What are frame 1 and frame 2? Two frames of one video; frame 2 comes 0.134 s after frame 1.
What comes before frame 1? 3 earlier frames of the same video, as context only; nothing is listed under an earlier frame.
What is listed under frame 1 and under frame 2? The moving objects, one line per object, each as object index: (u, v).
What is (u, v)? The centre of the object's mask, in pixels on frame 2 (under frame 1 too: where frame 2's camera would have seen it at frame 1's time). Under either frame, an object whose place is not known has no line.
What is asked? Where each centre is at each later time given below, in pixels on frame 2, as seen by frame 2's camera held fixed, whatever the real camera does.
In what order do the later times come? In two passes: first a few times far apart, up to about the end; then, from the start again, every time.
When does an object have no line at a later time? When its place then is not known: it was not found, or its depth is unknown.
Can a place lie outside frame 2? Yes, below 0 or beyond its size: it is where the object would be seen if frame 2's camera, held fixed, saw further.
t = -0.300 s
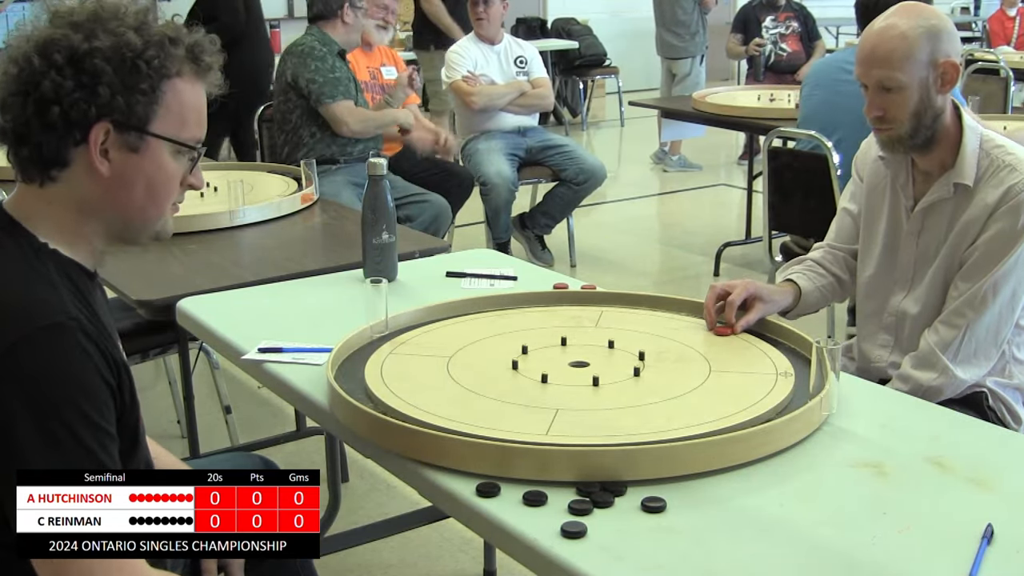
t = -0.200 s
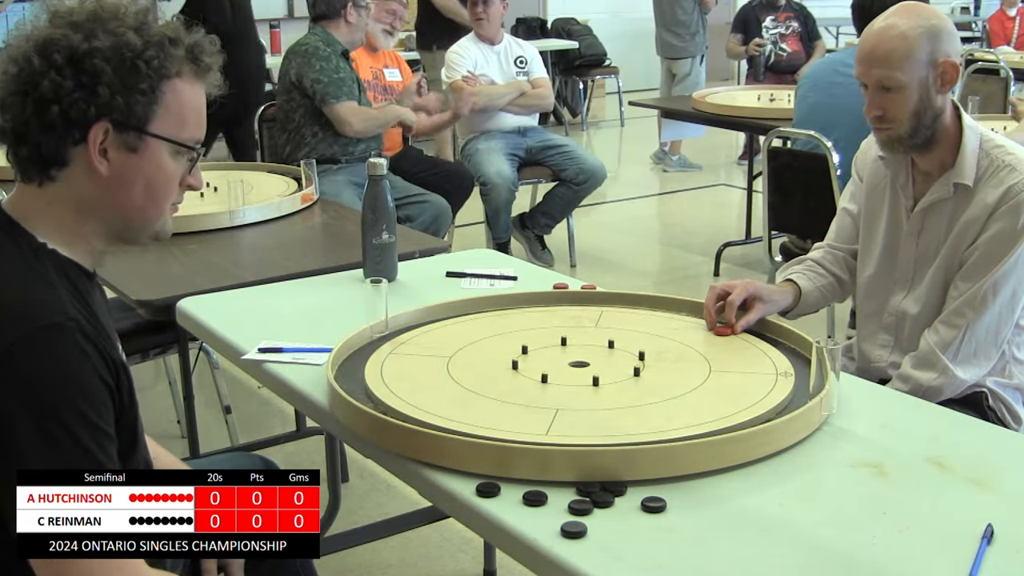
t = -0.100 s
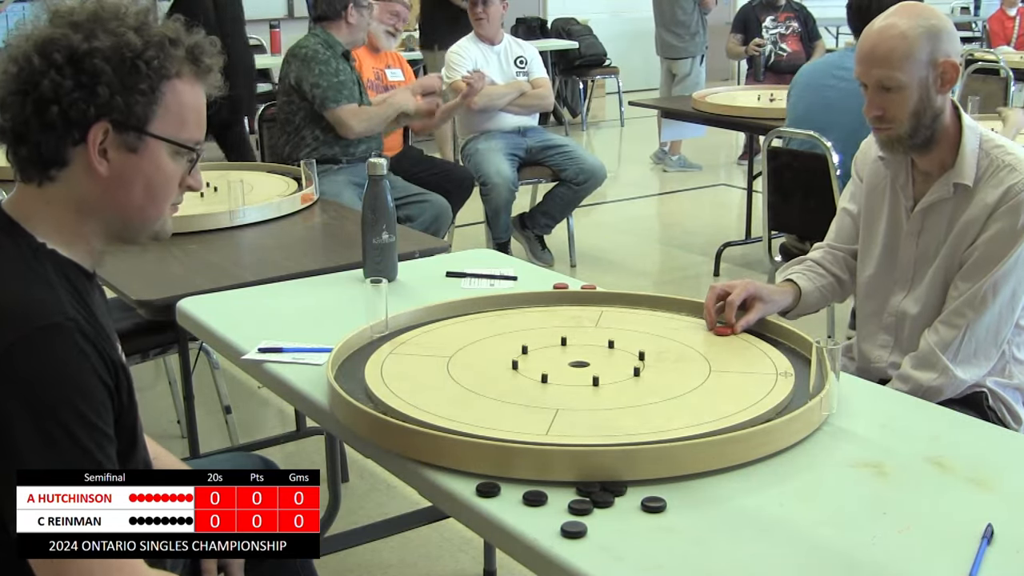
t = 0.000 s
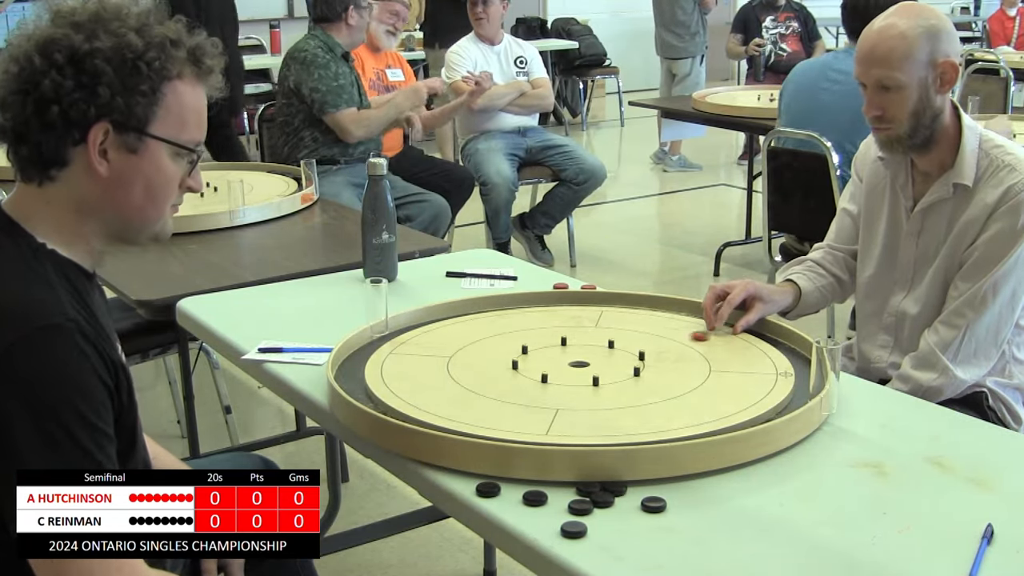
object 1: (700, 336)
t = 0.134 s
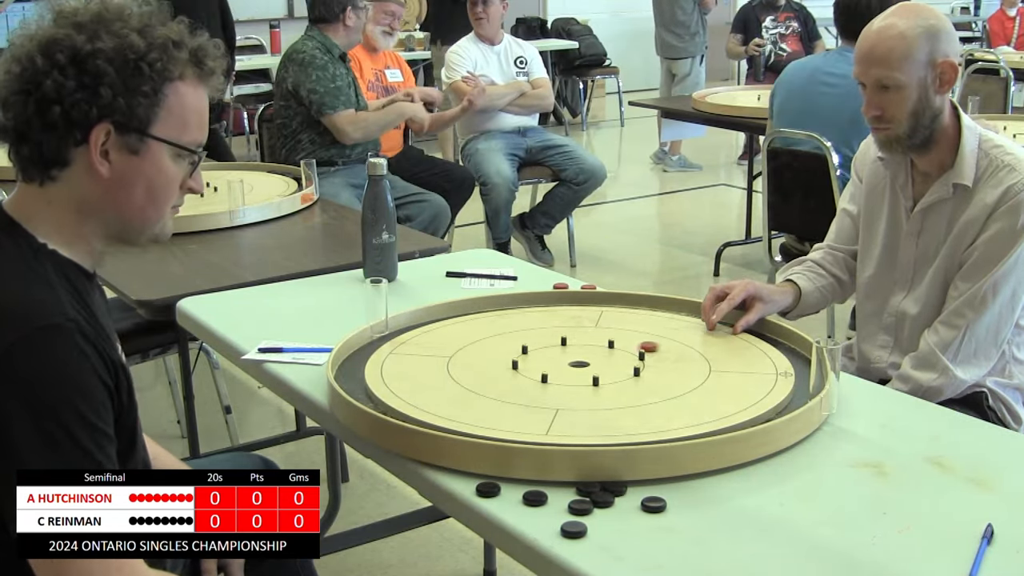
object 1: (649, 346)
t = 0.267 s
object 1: (603, 356)
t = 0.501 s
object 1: (574, 360)
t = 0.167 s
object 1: (636, 348)
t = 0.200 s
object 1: (625, 352)
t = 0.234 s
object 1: (614, 354)
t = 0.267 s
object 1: (603, 356)
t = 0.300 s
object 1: (593, 358)
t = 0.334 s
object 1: (583, 360)
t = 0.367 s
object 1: (579, 362)
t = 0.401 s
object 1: (575, 359)
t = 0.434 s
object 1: (573, 359)
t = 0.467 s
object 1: (573, 360)
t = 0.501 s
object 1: (574, 360)
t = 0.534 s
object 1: (575, 360)
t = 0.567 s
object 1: (577, 361)
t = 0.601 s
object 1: (579, 363)
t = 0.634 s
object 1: (579, 363)
